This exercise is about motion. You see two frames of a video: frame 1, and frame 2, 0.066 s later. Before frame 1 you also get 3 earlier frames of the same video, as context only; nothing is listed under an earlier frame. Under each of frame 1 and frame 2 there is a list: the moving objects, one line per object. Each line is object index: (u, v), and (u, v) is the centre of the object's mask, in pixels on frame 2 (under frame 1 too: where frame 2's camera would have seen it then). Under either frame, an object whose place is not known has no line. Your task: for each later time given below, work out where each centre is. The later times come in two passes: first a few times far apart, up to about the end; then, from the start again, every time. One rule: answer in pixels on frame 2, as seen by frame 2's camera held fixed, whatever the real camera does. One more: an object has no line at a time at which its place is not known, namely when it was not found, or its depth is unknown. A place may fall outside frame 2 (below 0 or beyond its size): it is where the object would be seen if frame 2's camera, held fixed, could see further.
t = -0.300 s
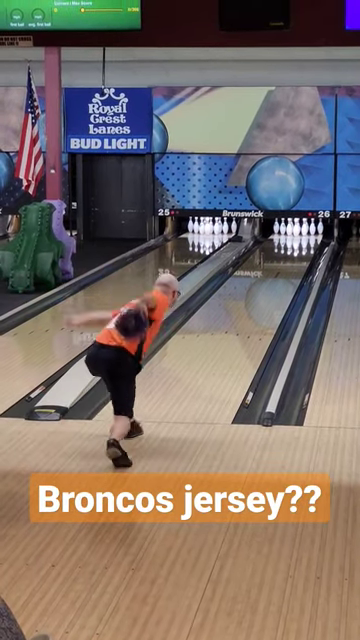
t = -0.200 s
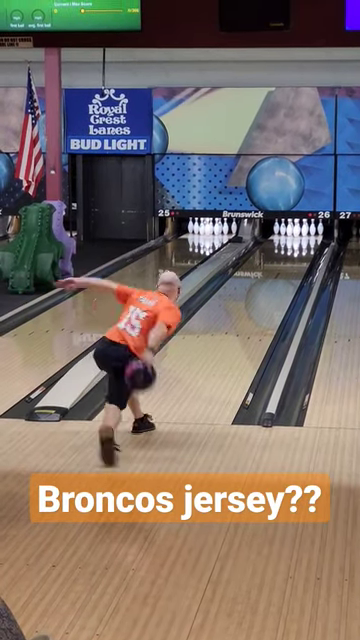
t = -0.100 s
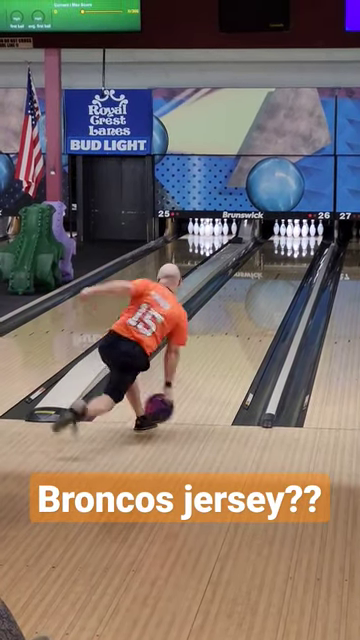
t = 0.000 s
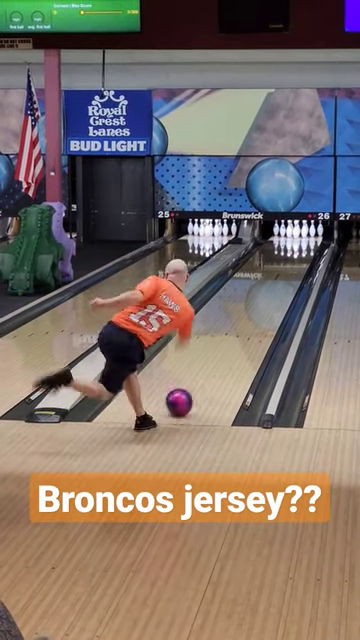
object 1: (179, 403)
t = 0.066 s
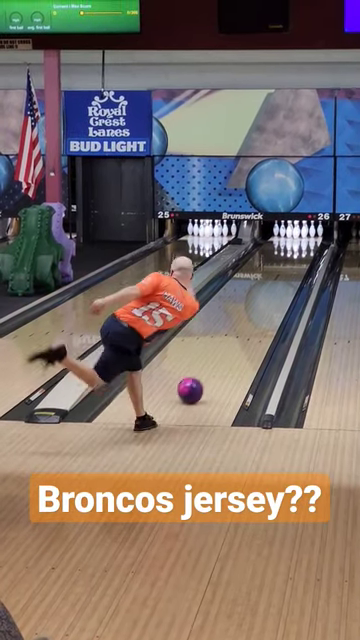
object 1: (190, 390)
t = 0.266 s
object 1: (218, 358)
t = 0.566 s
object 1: (248, 323)
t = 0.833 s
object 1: (267, 301)
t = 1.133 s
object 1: (283, 281)
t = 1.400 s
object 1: (294, 267)
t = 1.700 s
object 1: (302, 254)
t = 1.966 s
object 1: (304, 245)
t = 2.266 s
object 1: (303, 237)
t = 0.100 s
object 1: (195, 384)
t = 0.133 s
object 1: (200, 379)
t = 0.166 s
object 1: (205, 373)
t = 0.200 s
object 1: (209, 368)
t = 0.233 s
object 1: (214, 363)
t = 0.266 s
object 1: (218, 358)
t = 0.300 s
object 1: (222, 354)
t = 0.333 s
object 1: (226, 349)
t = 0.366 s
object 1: (229, 345)
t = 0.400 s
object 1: (233, 341)
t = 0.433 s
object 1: (236, 337)
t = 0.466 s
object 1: (239, 334)
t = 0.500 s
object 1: (242, 330)
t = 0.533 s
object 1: (245, 327)
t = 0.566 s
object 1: (248, 323)
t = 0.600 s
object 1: (251, 320)
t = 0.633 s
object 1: (254, 317)
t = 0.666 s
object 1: (256, 314)
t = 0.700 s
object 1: (259, 311)
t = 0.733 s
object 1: (261, 308)
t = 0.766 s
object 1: (263, 305)
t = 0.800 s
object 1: (265, 304)
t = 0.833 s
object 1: (267, 301)
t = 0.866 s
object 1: (269, 299)
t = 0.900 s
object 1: (271, 296)
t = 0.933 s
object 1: (272, 294)
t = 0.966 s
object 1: (275, 291)
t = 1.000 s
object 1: (277, 289)
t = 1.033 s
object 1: (278, 287)
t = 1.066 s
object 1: (280, 285)
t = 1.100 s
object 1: (281, 283)
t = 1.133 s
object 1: (283, 281)
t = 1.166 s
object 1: (284, 279)
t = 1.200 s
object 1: (286, 278)
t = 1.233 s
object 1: (287, 276)
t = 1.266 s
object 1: (288, 274)
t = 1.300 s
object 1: (290, 273)
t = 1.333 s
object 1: (291, 271)
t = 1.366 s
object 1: (293, 269)
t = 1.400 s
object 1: (294, 267)
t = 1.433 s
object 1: (295, 266)
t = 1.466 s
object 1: (295, 264)
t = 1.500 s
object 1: (297, 262)
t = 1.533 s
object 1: (298, 261)
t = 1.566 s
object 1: (298, 260)
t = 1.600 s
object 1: (299, 258)
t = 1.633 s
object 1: (300, 257)
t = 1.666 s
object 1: (301, 256)
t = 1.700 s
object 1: (302, 254)
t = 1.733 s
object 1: (302, 253)
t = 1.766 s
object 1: (303, 252)
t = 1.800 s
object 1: (303, 251)
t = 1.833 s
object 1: (304, 250)
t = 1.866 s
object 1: (304, 248)
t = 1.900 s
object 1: (304, 248)
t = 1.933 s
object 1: (304, 246)
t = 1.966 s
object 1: (304, 245)
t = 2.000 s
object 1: (304, 245)
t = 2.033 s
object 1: (304, 243)
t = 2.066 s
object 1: (304, 243)
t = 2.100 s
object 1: (304, 242)
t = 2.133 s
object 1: (304, 241)
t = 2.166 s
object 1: (304, 240)
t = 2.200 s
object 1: (304, 239)
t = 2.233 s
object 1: (303, 238)
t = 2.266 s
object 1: (303, 237)
